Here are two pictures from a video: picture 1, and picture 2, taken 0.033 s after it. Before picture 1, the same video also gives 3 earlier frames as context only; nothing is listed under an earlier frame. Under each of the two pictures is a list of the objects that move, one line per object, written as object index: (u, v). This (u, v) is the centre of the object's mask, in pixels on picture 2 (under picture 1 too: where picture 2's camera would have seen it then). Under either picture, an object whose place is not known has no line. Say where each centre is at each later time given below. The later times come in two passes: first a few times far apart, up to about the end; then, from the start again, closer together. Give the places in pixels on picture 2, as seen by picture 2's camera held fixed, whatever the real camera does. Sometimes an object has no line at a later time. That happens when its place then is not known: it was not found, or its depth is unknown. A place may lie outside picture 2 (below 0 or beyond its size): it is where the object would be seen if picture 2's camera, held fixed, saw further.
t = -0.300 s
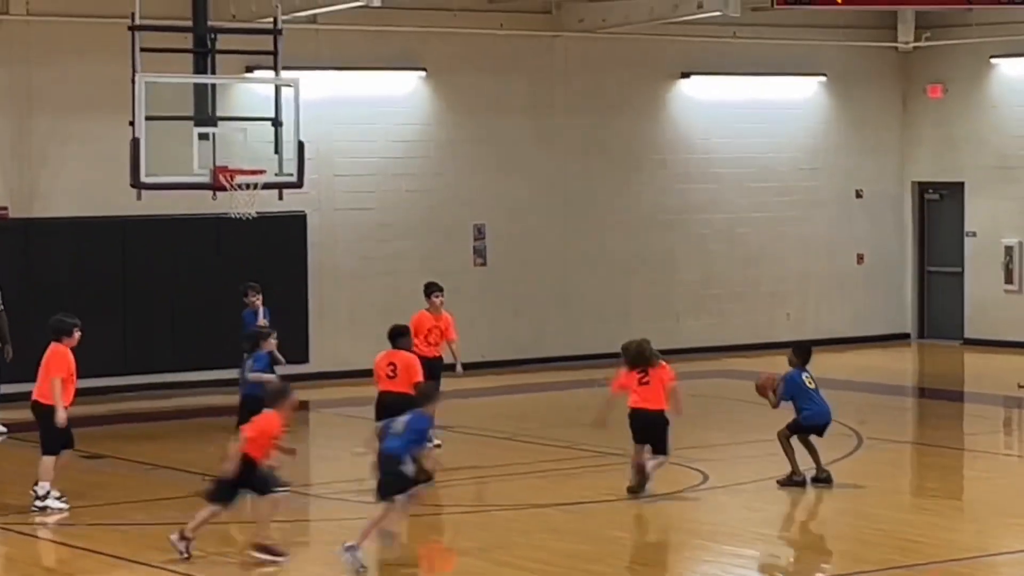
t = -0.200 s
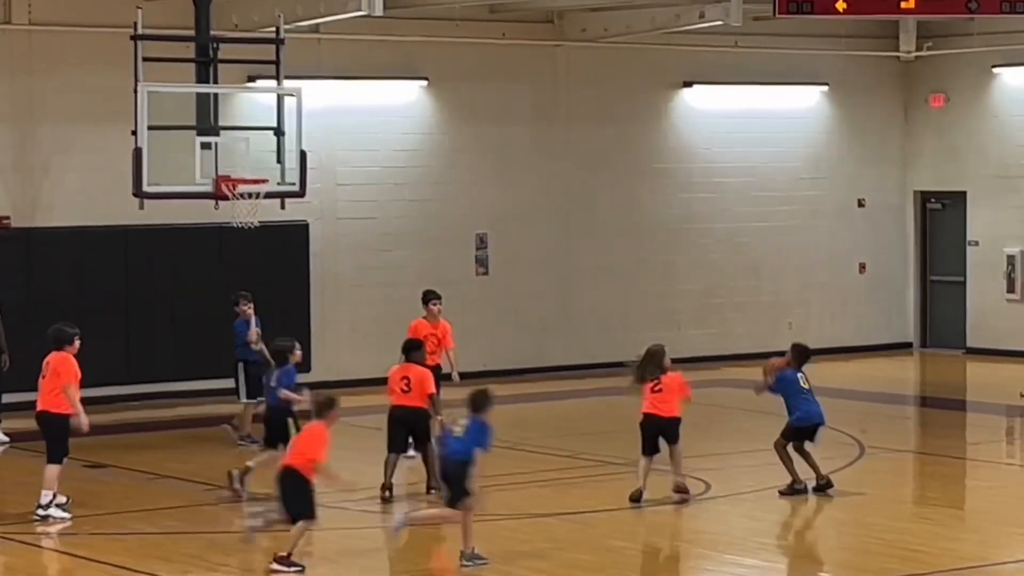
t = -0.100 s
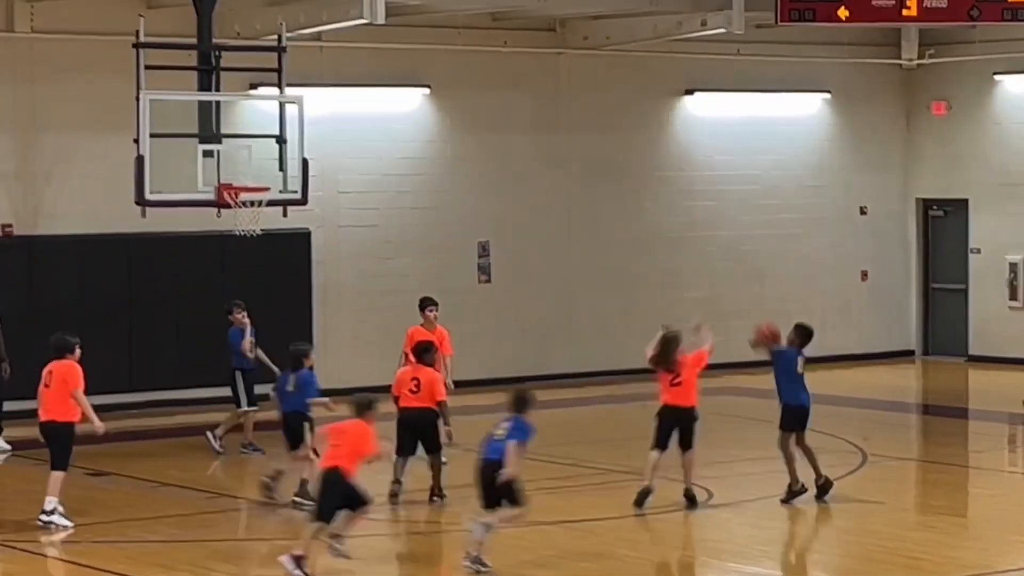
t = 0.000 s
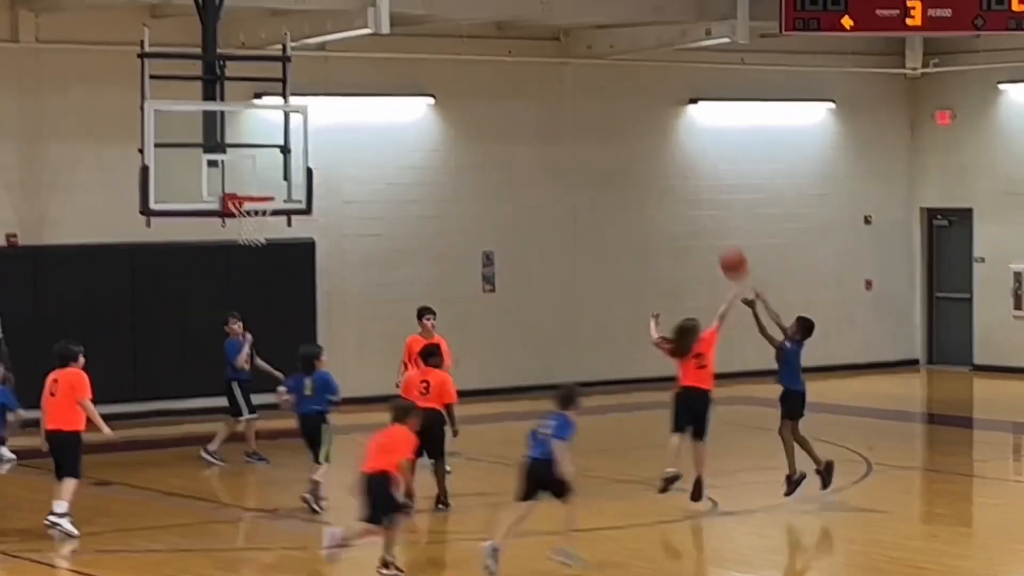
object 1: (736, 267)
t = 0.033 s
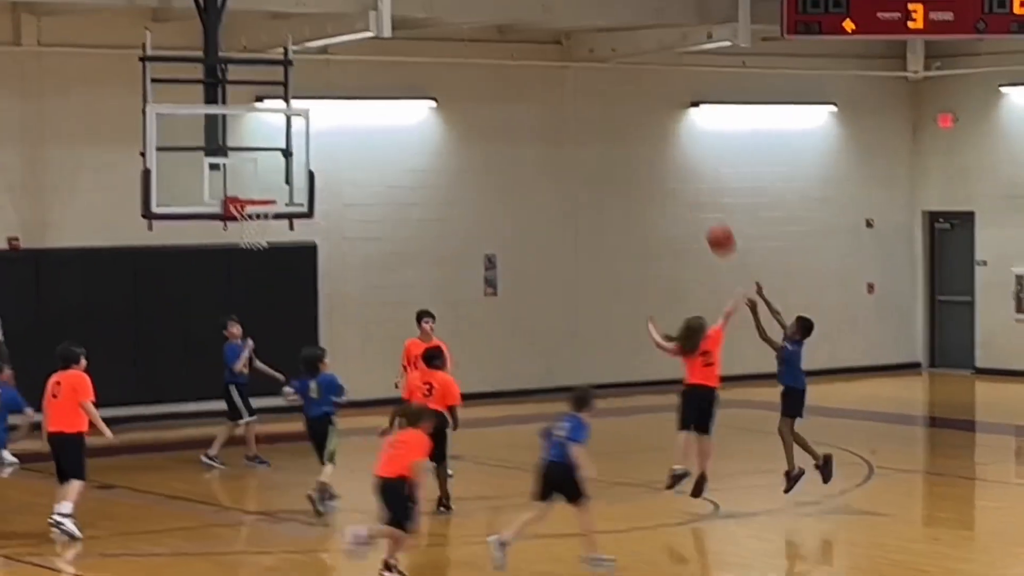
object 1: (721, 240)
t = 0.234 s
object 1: (635, 103)
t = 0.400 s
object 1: (571, 30)
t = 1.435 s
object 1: (235, 237)
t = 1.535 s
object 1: (222, 275)
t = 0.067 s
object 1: (706, 214)
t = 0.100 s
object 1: (689, 186)
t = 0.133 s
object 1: (675, 163)
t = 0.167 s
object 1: (661, 141)
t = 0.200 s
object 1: (648, 121)
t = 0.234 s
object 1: (635, 103)
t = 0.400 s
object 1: (571, 30)
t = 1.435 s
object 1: (235, 237)
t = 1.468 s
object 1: (233, 250)
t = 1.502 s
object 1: (227, 262)
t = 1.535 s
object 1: (222, 275)
